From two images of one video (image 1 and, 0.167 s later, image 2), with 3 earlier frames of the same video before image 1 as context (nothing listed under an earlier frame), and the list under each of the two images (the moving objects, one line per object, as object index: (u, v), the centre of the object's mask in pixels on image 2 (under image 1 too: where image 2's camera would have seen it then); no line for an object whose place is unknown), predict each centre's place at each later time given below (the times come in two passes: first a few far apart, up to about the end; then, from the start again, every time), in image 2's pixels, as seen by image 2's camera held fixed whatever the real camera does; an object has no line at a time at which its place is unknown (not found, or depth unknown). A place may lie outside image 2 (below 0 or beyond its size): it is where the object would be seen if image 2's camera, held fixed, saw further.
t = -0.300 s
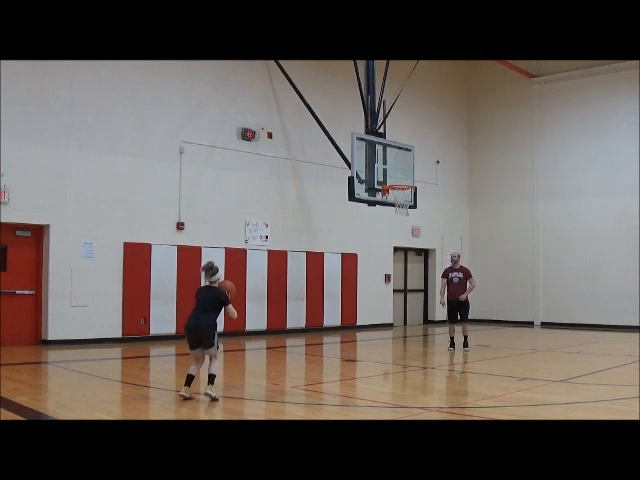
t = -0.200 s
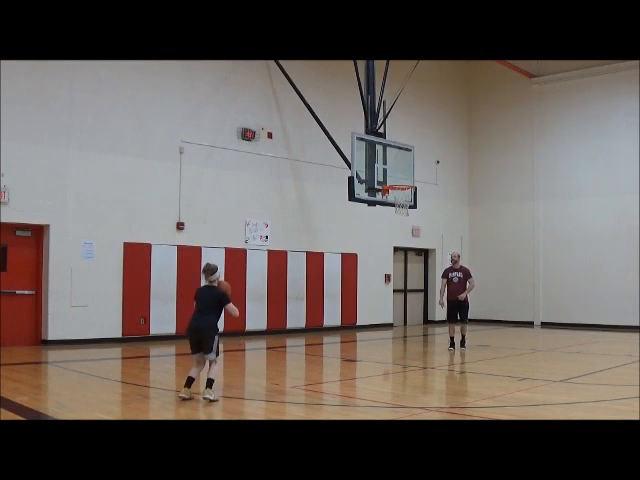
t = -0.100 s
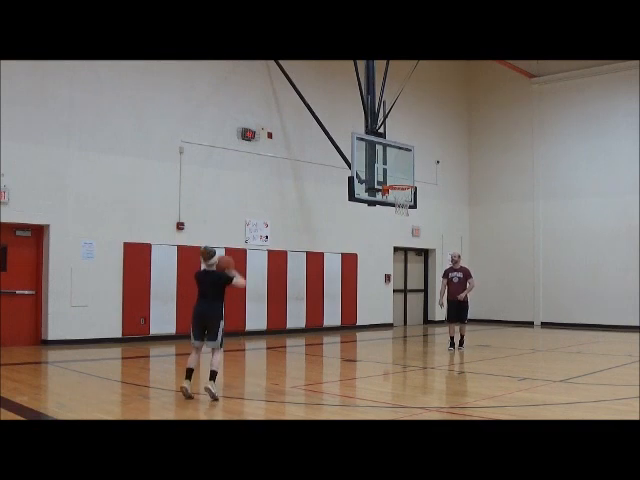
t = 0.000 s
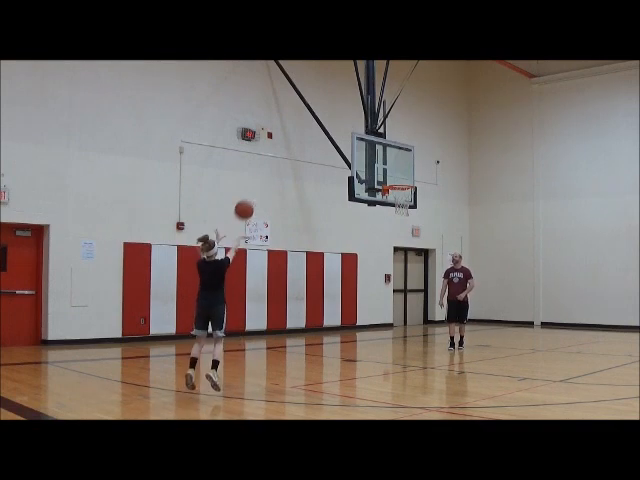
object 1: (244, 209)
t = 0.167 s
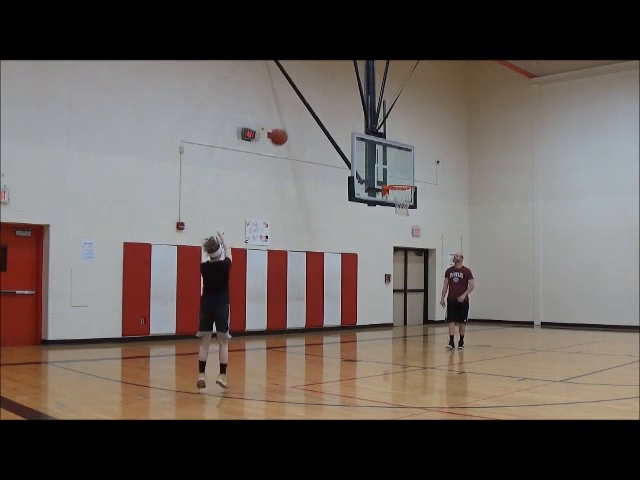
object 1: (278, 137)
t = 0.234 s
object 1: (290, 117)
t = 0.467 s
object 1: (327, 77)
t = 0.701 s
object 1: (356, 76)
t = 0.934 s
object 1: (381, 105)
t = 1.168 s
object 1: (403, 157)
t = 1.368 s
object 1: (393, 178)
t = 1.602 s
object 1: (395, 178)
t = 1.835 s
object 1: (403, 195)
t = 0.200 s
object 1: (284, 126)
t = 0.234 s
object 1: (290, 117)
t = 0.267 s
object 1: (296, 108)
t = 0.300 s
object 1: (301, 101)
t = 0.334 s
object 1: (307, 94)
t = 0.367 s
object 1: (312, 88)
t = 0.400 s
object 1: (317, 84)
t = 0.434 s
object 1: (322, 80)
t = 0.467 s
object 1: (327, 77)
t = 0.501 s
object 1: (331, 75)
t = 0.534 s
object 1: (336, 73)
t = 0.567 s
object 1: (340, 73)
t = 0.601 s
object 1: (344, 73)
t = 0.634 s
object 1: (348, 73)
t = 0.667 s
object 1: (352, 74)
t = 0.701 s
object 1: (356, 76)
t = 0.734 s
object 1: (360, 79)
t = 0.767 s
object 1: (364, 81)
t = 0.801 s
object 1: (367, 84)
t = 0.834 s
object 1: (371, 89)
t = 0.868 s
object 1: (374, 94)
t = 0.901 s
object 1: (378, 99)
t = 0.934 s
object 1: (381, 105)
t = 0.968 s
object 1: (385, 111)
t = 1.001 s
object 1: (388, 118)
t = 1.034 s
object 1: (391, 124)
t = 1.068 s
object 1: (394, 132)
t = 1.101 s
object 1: (397, 139)
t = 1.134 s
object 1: (400, 149)
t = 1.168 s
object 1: (403, 157)
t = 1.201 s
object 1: (406, 166)
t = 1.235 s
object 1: (408, 176)
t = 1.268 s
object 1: (409, 182)
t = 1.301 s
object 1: (404, 180)
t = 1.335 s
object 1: (398, 179)
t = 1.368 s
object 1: (393, 178)
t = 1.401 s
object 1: (388, 177)
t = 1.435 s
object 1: (388, 177)
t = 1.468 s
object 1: (389, 176)
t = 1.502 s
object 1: (391, 176)
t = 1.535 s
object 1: (392, 177)
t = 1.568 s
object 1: (394, 178)
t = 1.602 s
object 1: (395, 178)
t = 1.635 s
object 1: (396, 179)
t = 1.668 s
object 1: (398, 180)
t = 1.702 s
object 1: (399, 181)
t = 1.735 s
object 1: (400, 184)
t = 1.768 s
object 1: (401, 187)
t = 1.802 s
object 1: (402, 191)
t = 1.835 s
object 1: (403, 195)
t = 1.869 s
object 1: (404, 200)
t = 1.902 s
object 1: (405, 206)
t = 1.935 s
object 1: (406, 212)
